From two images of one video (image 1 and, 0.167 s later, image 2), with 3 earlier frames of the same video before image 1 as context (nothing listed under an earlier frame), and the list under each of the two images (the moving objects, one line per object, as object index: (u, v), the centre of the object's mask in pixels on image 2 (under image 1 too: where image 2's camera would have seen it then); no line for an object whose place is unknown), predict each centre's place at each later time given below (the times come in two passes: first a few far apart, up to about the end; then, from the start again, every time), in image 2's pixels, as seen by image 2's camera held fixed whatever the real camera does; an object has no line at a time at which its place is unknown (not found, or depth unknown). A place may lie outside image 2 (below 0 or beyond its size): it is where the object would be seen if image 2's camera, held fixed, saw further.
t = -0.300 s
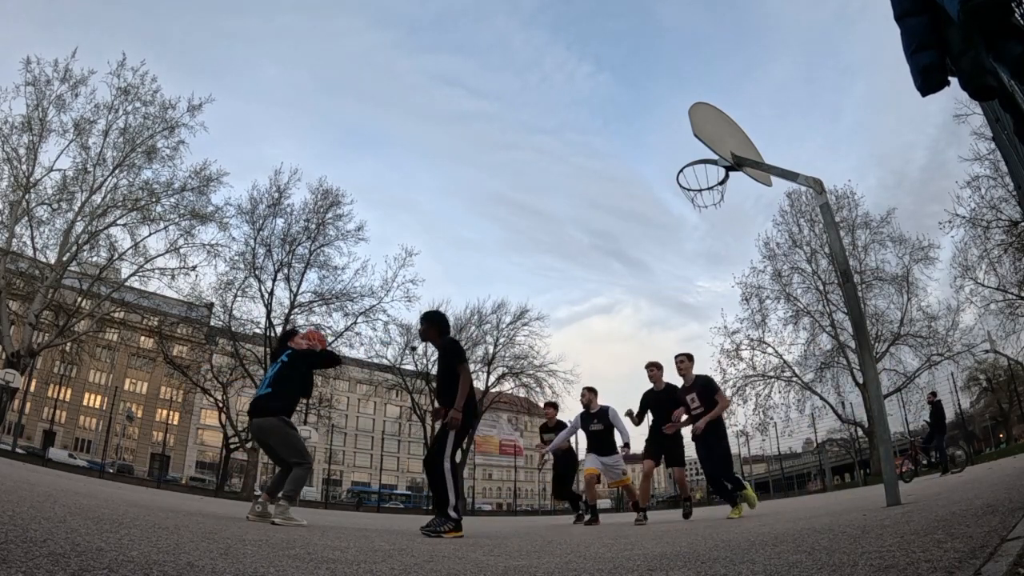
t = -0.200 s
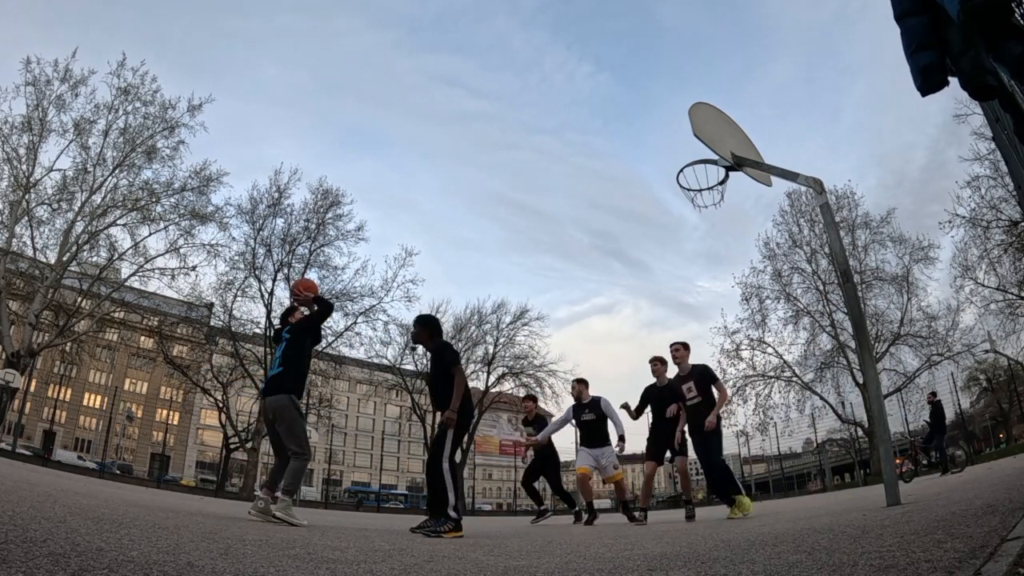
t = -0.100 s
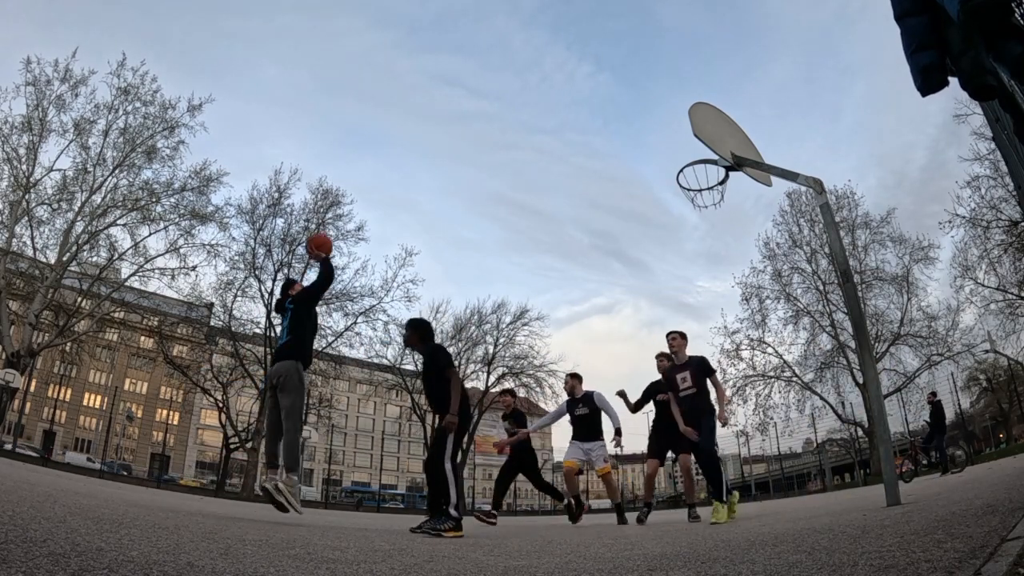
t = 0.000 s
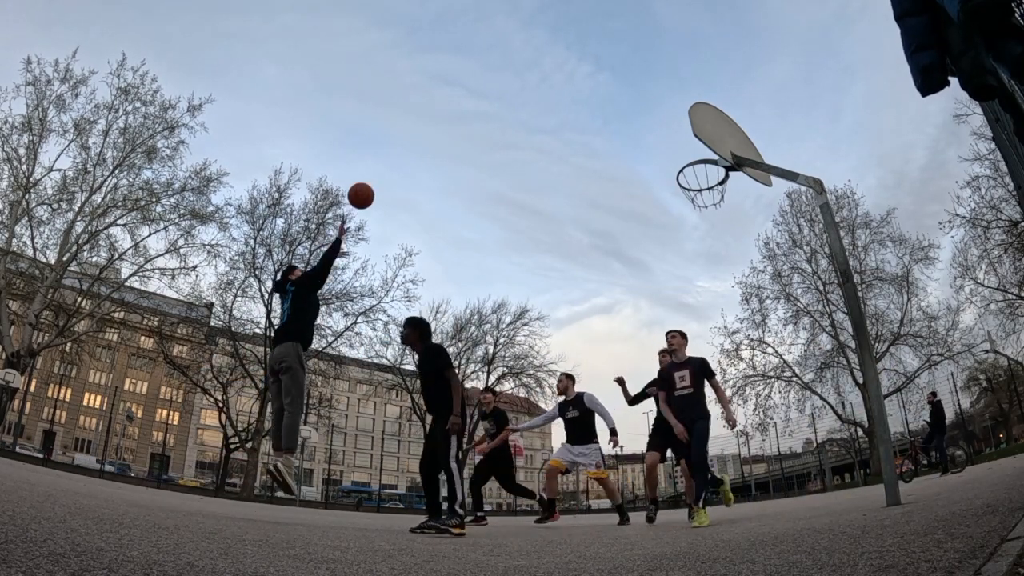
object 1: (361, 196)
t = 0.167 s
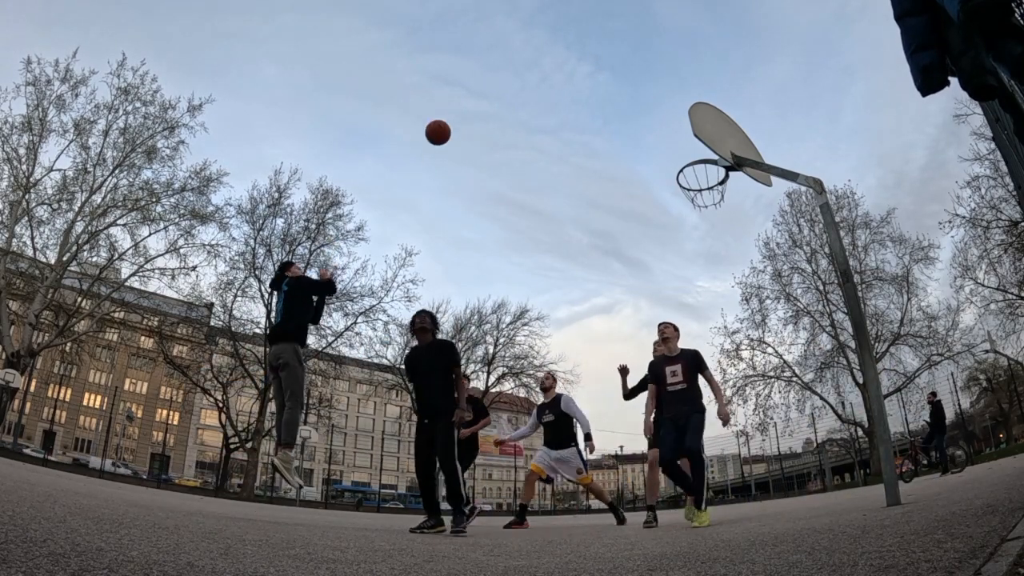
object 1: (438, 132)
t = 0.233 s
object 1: (466, 115)
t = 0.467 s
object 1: (562, 85)
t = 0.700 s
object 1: (661, 98)
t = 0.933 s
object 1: (675, 162)
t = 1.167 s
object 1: (632, 185)
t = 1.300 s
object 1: (613, 214)
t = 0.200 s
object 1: (452, 123)
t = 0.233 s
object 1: (466, 115)
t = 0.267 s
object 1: (480, 108)
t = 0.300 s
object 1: (494, 102)
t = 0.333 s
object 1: (508, 97)
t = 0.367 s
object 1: (521, 93)
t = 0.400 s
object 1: (535, 90)
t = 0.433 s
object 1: (548, 87)
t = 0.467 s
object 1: (562, 85)
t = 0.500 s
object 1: (576, 85)
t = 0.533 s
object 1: (589, 85)
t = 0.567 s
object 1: (603, 86)
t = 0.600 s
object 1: (617, 87)
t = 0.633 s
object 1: (631, 90)
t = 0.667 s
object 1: (646, 94)
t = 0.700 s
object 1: (661, 98)
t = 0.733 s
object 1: (676, 103)
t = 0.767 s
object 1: (684, 108)
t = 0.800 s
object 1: (682, 119)
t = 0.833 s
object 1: (681, 128)
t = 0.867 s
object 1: (679, 139)
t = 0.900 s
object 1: (677, 150)
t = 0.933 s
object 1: (675, 162)
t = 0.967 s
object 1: (668, 164)
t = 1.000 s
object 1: (661, 166)
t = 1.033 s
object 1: (655, 168)
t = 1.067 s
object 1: (649, 171)
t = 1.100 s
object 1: (643, 175)
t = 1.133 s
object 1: (638, 179)
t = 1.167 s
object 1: (632, 185)
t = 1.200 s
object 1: (627, 191)
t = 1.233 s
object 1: (623, 197)
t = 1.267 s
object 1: (618, 205)
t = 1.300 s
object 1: (613, 214)
